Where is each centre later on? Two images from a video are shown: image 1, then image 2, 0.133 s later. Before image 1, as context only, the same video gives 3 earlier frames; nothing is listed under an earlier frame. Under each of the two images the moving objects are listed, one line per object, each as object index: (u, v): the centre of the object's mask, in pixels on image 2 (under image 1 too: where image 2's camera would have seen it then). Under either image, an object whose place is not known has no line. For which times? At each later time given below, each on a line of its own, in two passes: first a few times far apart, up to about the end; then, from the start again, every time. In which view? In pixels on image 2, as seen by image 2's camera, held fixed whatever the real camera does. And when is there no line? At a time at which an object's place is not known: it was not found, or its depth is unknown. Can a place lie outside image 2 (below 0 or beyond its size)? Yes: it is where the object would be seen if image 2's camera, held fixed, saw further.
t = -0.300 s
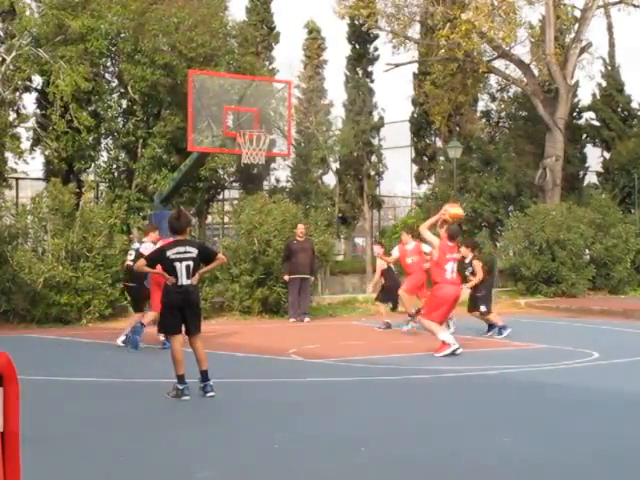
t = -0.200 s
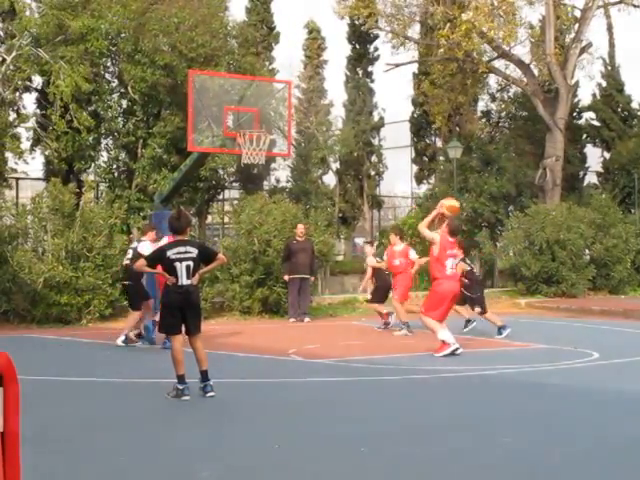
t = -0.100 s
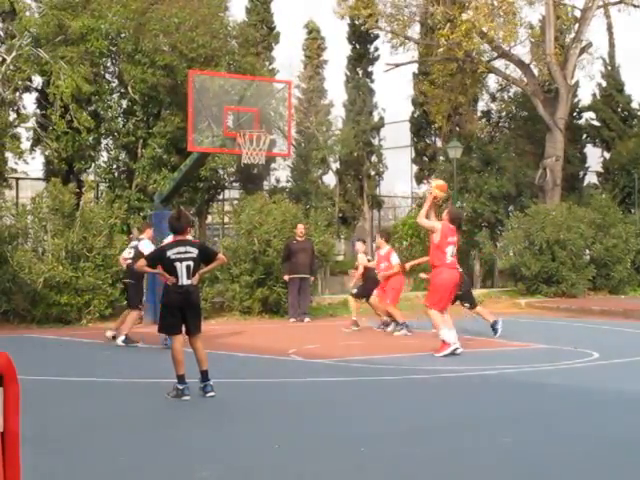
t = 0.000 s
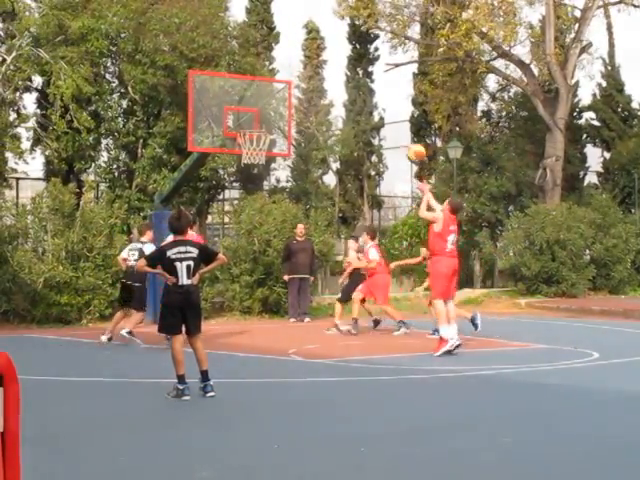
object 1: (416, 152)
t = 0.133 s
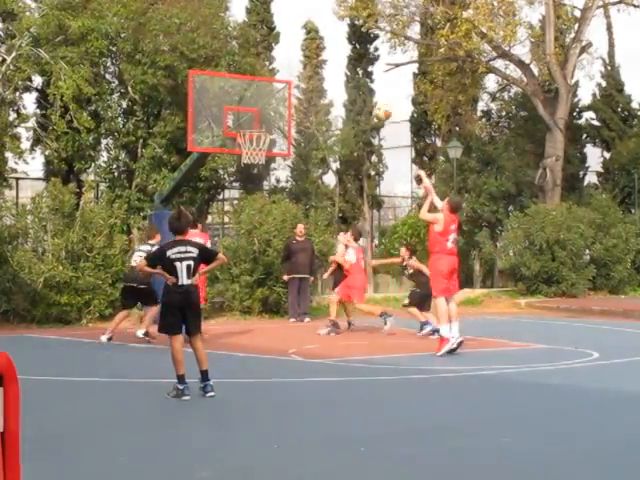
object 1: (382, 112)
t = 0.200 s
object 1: (368, 97)
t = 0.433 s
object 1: (319, 76)
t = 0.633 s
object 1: (282, 90)
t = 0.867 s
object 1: (252, 122)
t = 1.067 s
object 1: (280, 97)
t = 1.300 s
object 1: (314, 99)
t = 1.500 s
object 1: (346, 134)
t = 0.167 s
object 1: (374, 104)
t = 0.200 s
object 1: (368, 97)
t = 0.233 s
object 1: (360, 91)
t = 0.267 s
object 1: (353, 87)
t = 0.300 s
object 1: (346, 82)
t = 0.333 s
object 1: (340, 81)
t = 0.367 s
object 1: (331, 79)
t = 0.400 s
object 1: (326, 78)
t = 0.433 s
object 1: (319, 76)
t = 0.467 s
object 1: (313, 75)
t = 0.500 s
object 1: (306, 77)
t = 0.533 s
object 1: (301, 80)
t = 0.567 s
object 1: (295, 85)
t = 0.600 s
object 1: (290, 86)
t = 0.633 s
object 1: (282, 90)
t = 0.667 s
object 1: (278, 93)
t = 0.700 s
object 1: (271, 100)
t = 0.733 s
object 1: (265, 105)
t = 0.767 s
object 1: (260, 112)
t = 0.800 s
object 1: (254, 118)
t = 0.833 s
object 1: (250, 125)
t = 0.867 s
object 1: (252, 122)
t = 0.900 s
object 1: (257, 116)
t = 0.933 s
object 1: (262, 111)
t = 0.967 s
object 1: (265, 106)
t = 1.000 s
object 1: (269, 103)
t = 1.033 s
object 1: (277, 99)
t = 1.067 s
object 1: (280, 97)
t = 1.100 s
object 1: (283, 95)
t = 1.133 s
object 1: (289, 94)
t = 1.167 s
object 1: (293, 94)
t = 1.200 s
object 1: (299, 93)
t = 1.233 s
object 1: (302, 94)
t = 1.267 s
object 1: (308, 96)
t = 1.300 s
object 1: (314, 99)
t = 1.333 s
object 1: (320, 102)
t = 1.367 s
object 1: (325, 106)
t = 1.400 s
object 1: (329, 112)
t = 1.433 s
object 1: (336, 118)
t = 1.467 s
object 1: (342, 126)
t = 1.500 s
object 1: (346, 134)
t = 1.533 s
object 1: (352, 144)
